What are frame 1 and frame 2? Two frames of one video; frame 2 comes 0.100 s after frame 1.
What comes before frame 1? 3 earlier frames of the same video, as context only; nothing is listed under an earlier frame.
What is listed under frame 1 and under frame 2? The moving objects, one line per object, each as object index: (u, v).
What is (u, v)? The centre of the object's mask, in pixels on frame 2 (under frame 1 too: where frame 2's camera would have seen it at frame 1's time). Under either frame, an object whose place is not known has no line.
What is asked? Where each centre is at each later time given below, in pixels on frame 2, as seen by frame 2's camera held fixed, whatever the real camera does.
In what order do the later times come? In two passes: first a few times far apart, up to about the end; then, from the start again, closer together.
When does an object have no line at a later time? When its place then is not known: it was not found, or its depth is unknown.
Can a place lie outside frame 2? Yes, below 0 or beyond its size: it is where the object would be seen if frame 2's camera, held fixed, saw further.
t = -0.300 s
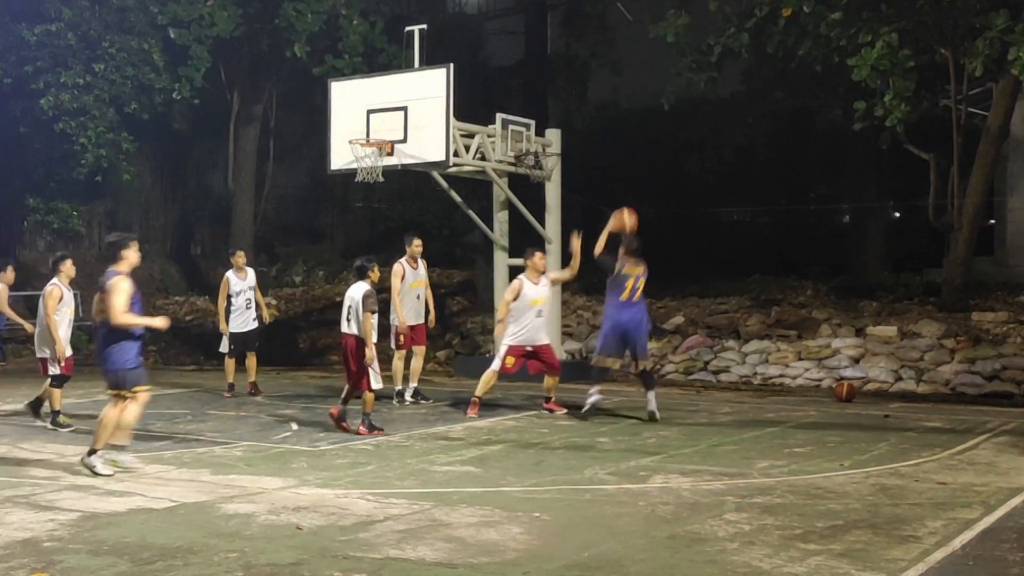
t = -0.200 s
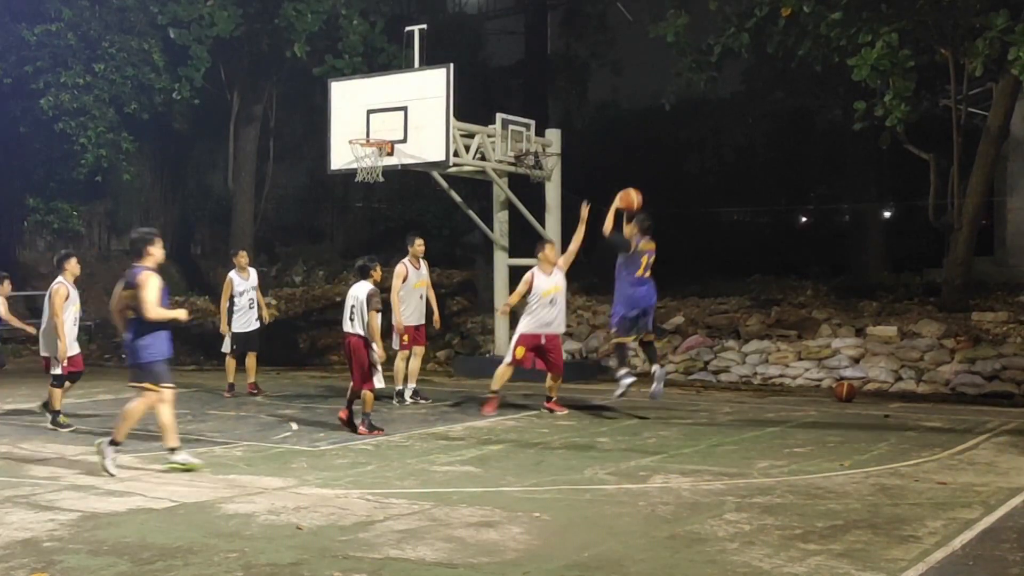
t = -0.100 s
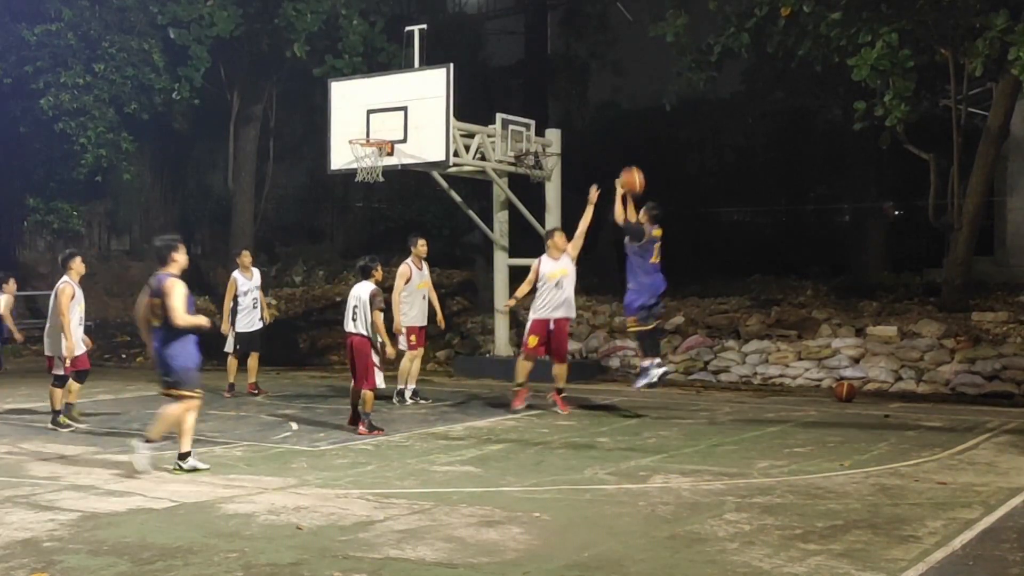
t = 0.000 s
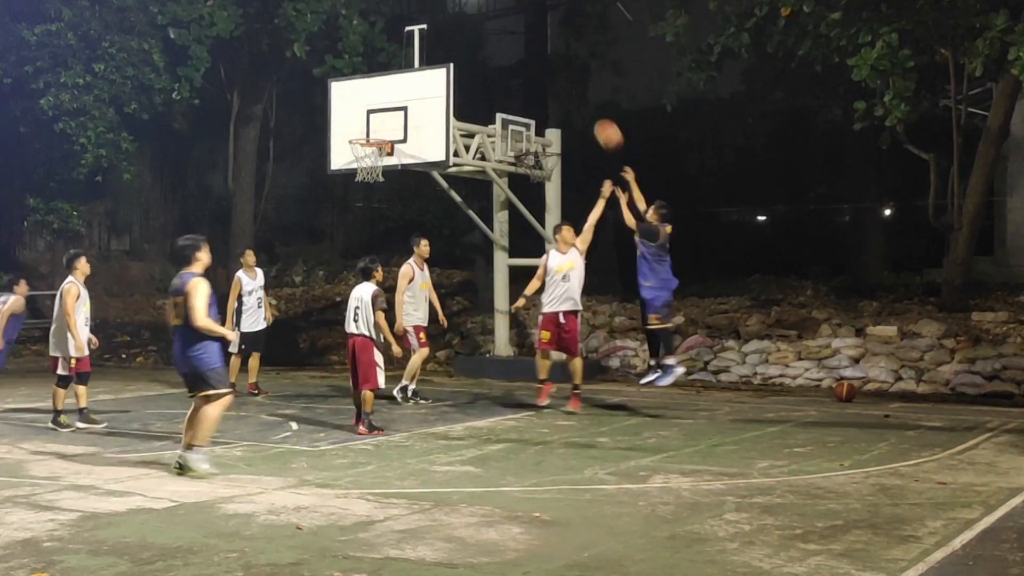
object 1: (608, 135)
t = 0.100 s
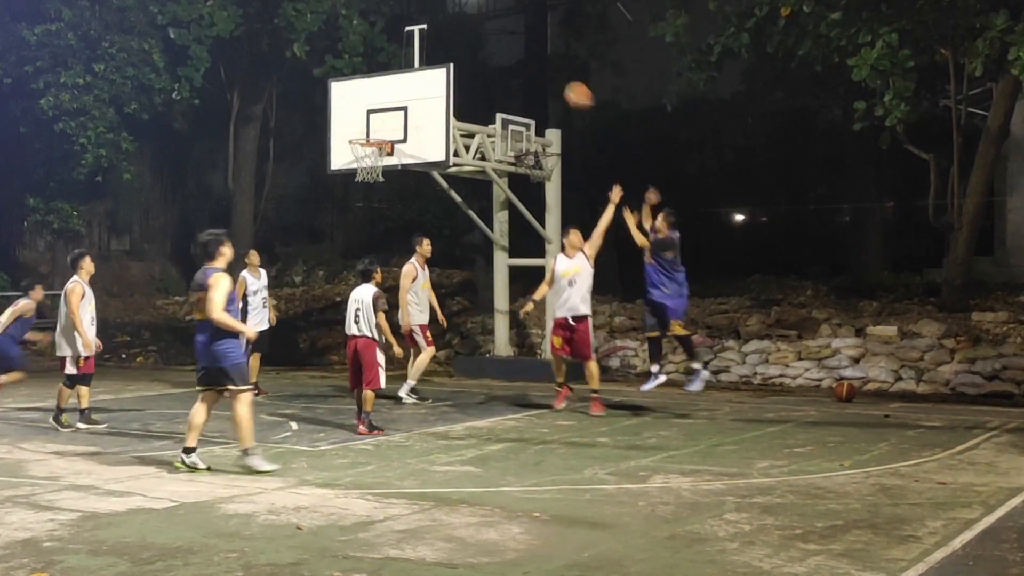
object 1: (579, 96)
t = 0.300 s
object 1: (523, 50)
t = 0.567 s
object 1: (456, 47)
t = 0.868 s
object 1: (390, 112)
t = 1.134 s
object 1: (348, 190)
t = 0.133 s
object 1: (569, 85)
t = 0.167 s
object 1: (560, 76)
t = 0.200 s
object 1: (550, 68)
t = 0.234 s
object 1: (542, 61)
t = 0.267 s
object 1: (532, 55)
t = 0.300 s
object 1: (523, 50)
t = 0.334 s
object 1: (515, 46)
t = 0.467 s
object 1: (481, 40)
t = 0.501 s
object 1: (472, 42)
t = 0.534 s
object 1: (464, 44)
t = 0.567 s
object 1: (456, 47)
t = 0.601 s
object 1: (448, 50)
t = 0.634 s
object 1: (441, 54)
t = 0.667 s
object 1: (434, 60)
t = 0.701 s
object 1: (427, 66)
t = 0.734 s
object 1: (419, 74)
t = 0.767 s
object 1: (411, 84)
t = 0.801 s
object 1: (404, 92)
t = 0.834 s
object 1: (396, 102)
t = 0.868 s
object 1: (390, 112)
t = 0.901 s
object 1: (382, 125)
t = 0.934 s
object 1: (375, 134)
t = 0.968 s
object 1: (369, 149)
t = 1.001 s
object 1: (363, 157)
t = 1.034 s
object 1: (358, 167)
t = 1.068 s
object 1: (355, 174)
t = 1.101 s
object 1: (351, 182)
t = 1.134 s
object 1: (348, 190)
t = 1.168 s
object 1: (345, 200)
